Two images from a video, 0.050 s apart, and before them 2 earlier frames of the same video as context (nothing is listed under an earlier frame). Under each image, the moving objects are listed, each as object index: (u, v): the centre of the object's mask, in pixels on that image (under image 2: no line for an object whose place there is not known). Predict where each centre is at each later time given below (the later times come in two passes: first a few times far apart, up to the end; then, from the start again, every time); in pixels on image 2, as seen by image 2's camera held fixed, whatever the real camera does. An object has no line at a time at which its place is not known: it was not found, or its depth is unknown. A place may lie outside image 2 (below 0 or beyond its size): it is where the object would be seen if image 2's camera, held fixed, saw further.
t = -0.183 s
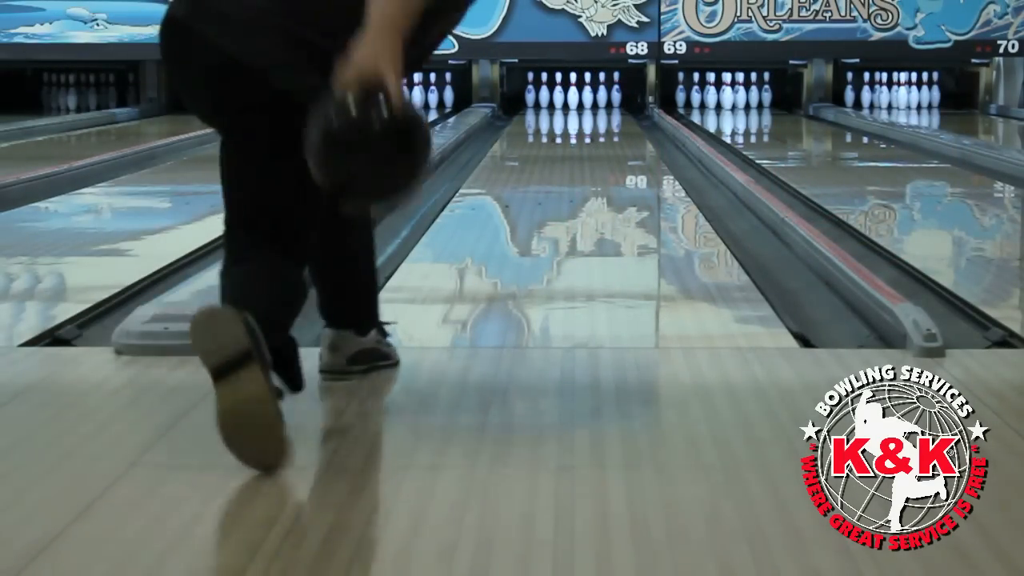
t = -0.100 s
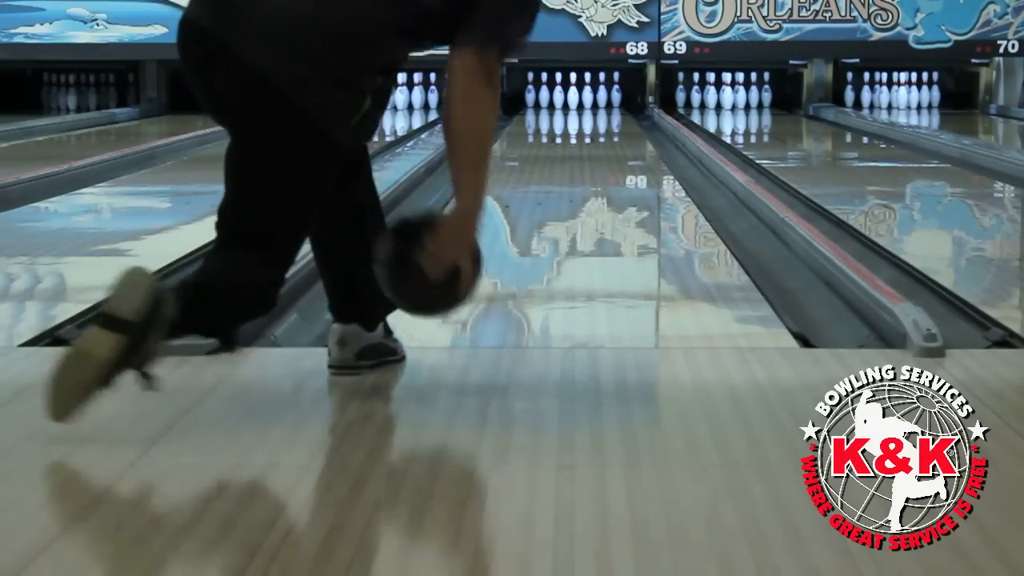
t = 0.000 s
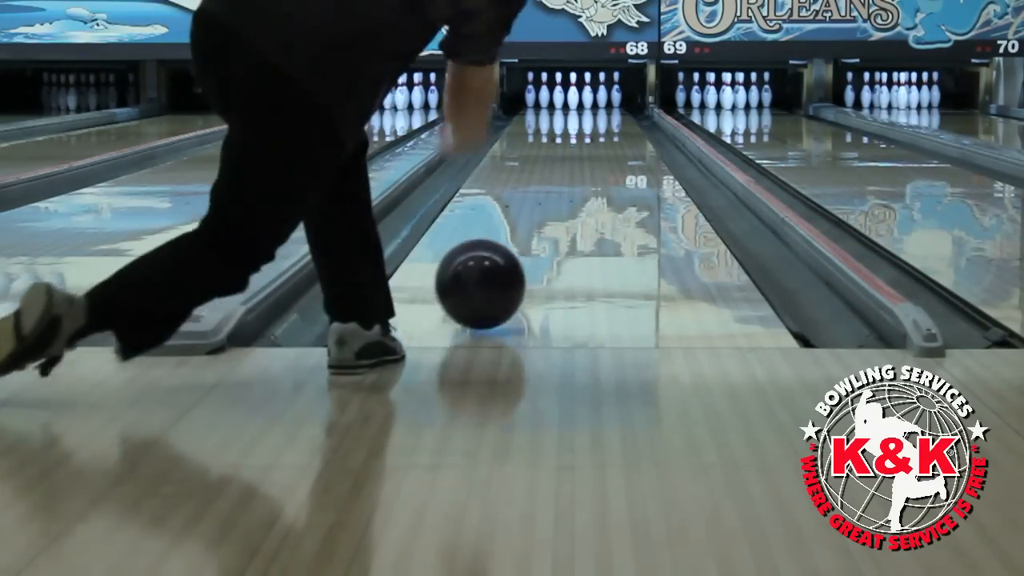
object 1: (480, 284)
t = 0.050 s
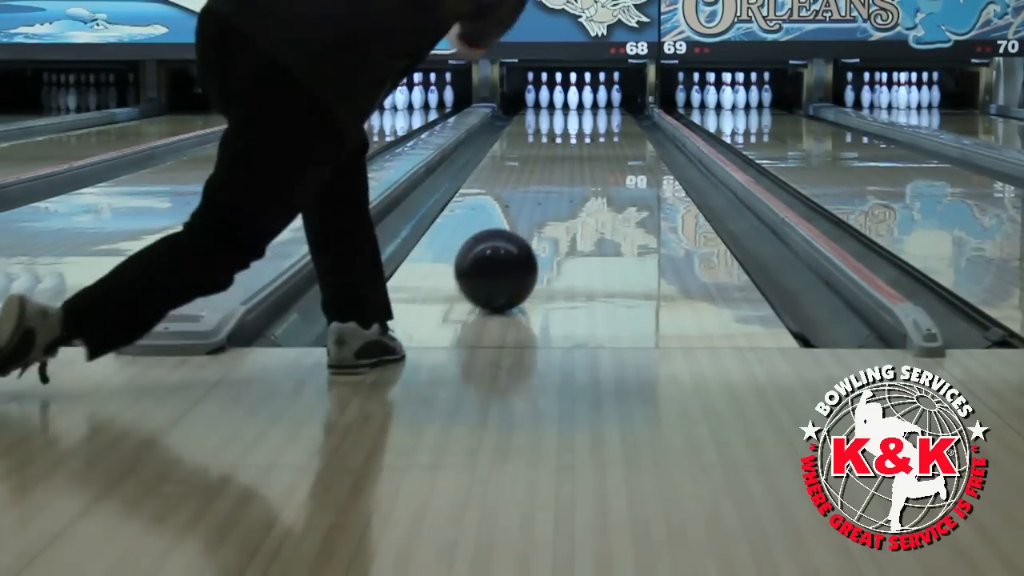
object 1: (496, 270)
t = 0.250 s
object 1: (540, 218)
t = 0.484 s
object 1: (571, 182)
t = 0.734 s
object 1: (591, 157)
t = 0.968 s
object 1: (602, 140)
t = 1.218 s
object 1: (610, 126)
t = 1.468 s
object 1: (613, 117)
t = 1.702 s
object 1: (610, 110)
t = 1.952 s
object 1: (598, 104)
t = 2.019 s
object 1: (594, 102)
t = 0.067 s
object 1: (501, 264)
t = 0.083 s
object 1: (505, 259)
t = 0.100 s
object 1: (509, 254)
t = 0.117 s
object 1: (513, 250)
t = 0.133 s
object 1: (517, 245)
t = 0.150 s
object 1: (521, 241)
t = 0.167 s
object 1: (525, 237)
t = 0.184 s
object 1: (528, 233)
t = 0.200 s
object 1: (532, 229)
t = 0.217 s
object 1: (535, 225)
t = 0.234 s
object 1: (537, 222)
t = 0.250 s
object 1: (540, 218)
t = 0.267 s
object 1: (543, 215)
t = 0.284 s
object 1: (546, 212)
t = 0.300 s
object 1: (548, 209)
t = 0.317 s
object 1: (551, 206)
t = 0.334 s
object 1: (553, 203)
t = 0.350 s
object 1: (556, 201)
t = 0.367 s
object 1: (558, 198)
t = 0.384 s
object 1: (560, 195)
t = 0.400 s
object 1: (562, 193)
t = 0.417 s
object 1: (564, 191)
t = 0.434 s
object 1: (566, 189)
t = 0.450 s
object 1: (568, 186)
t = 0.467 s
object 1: (569, 184)
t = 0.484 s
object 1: (571, 182)
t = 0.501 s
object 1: (573, 180)
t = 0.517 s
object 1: (574, 178)
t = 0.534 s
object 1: (576, 176)
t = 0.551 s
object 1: (577, 174)
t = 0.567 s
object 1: (579, 173)
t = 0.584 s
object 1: (580, 171)
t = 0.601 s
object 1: (581, 169)
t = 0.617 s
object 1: (583, 168)
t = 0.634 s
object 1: (584, 166)
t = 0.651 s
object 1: (585, 164)
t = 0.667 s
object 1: (586, 163)
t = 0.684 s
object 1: (587, 161)
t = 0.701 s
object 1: (589, 160)
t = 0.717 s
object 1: (589, 158)
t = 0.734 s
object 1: (591, 157)
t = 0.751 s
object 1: (592, 155)
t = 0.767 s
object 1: (593, 154)
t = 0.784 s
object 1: (593, 153)
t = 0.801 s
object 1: (594, 151)
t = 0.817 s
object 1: (595, 150)
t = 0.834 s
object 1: (596, 149)
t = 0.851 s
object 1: (597, 147)
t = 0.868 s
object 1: (598, 146)
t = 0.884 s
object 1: (599, 145)
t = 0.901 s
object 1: (599, 144)
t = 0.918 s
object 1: (600, 143)
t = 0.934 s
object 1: (601, 142)
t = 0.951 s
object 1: (601, 141)
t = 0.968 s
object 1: (602, 140)
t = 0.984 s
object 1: (603, 139)
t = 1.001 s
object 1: (603, 138)
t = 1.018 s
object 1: (604, 137)
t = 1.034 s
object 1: (604, 136)
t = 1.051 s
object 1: (605, 135)
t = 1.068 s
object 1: (606, 134)
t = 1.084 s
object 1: (606, 133)
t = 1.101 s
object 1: (606, 132)
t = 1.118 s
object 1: (607, 131)
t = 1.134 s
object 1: (607, 130)
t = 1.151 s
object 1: (608, 129)
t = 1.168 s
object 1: (608, 129)
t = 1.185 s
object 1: (609, 128)
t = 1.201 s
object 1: (609, 127)
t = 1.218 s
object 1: (610, 126)
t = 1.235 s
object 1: (610, 125)
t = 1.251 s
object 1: (610, 125)
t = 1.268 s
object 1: (610, 124)
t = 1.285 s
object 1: (611, 123)
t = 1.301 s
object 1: (611, 123)
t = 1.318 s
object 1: (612, 122)
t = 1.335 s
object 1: (612, 122)
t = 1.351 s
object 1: (612, 121)
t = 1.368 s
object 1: (612, 121)
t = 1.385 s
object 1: (613, 120)
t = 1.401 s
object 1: (613, 119)
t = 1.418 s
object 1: (613, 118)
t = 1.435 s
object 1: (613, 118)
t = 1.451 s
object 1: (613, 117)
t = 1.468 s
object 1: (613, 117)
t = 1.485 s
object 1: (613, 116)
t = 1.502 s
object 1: (614, 116)
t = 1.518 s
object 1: (613, 115)
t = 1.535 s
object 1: (613, 115)
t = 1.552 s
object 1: (613, 114)
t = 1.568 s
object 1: (613, 114)
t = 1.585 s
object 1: (613, 114)
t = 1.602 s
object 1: (613, 113)
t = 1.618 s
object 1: (613, 113)
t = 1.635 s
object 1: (612, 112)
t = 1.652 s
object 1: (612, 112)
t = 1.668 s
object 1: (611, 111)
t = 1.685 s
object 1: (611, 111)
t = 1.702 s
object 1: (610, 110)
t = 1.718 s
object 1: (610, 110)
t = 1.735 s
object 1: (609, 109)
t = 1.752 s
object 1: (609, 109)
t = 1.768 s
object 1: (608, 109)
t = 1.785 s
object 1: (608, 108)
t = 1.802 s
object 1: (607, 108)
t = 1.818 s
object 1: (606, 107)
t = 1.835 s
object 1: (605, 107)
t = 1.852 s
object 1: (605, 106)
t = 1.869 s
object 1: (604, 106)
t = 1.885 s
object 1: (603, 106)
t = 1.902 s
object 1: (602, 106)
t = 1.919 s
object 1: (601, 106)
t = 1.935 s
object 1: (599, 105)
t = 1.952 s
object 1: (598, 104)
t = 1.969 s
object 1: (598, 104)
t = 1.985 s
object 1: (596, 104)
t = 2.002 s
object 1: (595, 103)
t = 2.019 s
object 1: (594, 102)
